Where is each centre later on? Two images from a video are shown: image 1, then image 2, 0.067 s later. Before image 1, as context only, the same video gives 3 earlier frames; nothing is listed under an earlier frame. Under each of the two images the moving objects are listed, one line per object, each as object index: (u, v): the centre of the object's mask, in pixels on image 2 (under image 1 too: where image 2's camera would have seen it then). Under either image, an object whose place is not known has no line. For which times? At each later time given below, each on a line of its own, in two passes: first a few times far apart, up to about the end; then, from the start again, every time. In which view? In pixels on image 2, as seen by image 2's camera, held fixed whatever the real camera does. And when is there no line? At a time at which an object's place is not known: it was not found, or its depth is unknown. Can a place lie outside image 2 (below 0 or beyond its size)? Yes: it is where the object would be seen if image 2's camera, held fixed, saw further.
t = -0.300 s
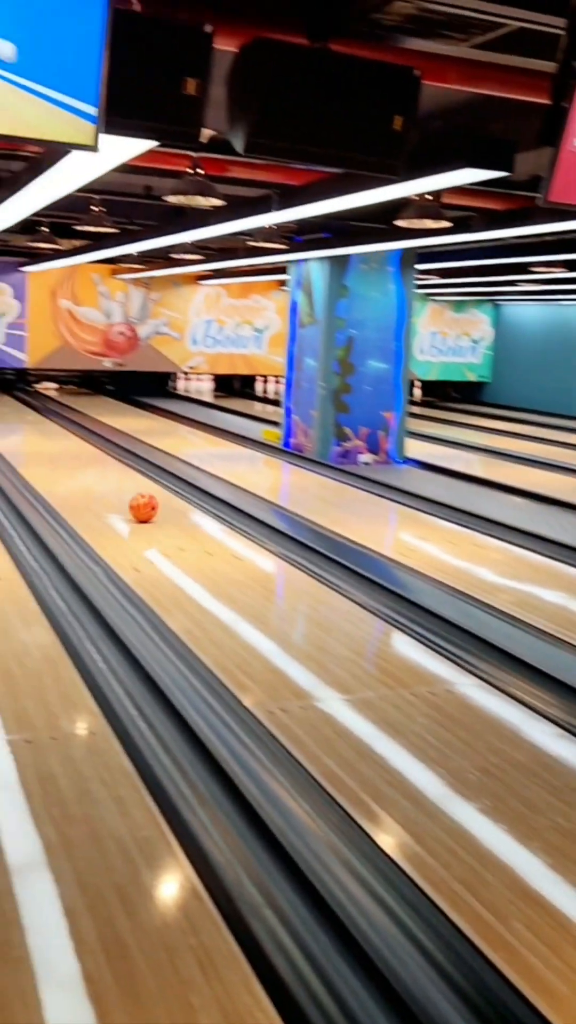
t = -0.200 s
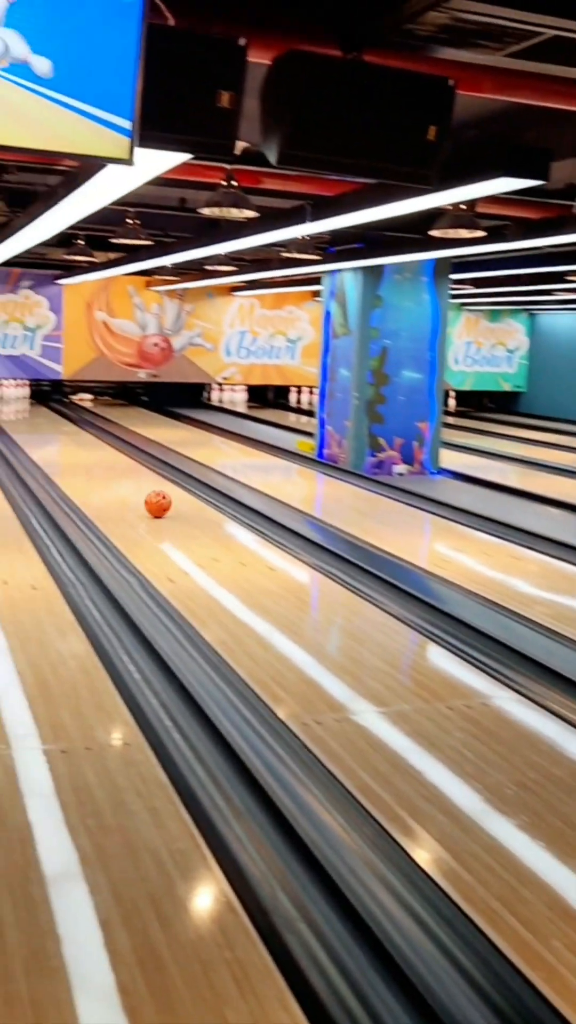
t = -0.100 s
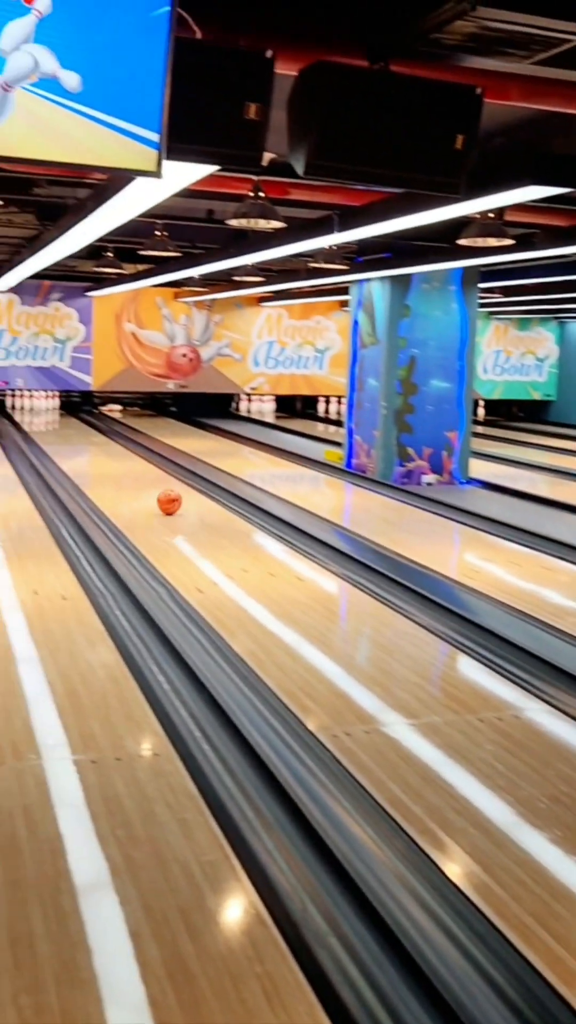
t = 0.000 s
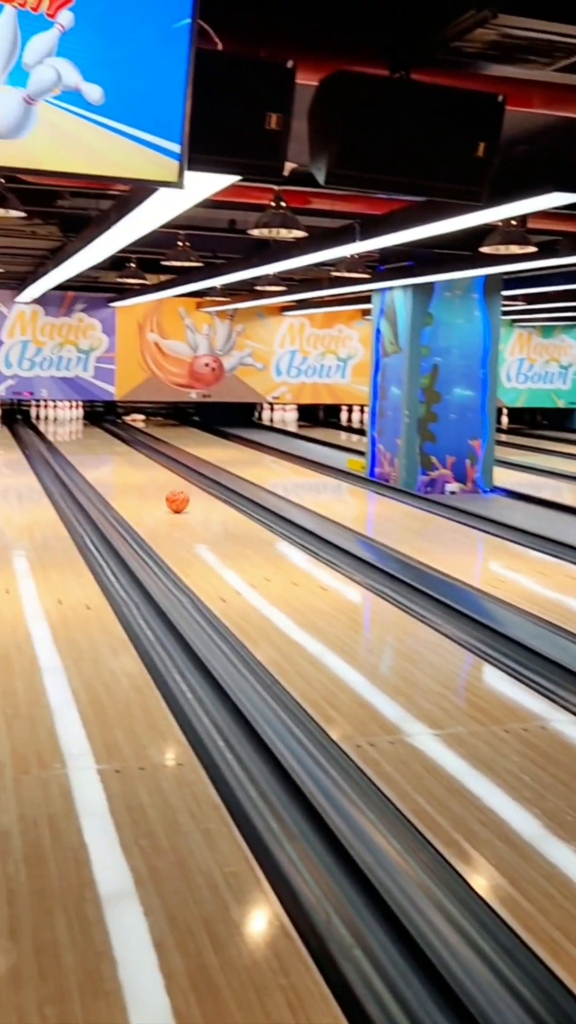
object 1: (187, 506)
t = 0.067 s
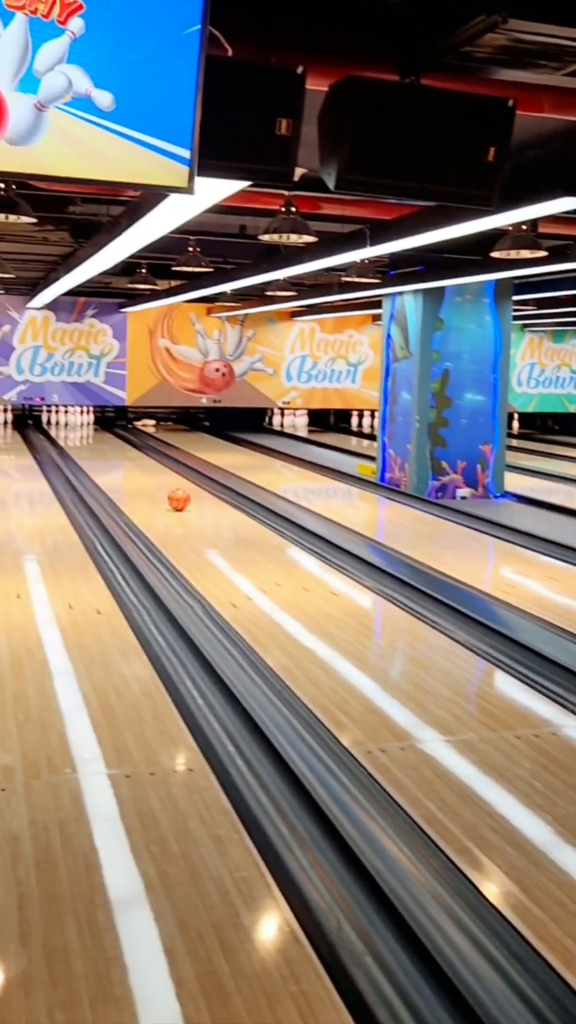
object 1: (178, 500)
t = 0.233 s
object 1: (159, 487)
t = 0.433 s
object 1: (141, 474)
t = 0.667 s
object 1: (123, 461)
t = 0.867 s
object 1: (110, 452)
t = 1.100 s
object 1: (99, 444)
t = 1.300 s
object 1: (90, 438)
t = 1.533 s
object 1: (81, 432)
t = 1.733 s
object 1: (75, 428)
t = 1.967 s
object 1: (69, 423)
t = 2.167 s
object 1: (62, 422)
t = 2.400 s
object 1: (55, 420)
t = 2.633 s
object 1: (50, 420)
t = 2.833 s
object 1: (46, 423)
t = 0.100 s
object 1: (174, 497)
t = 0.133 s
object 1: (171, 495)
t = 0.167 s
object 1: (167, 492)
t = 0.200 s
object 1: (163, 489)
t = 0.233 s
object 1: (159, 487)
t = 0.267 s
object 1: (156, 484)
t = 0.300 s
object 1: (153, 482)
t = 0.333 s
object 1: (150, 480)
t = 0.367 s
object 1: (146, 478)
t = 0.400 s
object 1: (143, 476)
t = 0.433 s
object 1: (141, 474)
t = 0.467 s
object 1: (138, 472)
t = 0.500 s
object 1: (135, 470)
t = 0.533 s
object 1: (133, 467)
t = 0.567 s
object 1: (130, 466)
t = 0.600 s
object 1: (127, 464)
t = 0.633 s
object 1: (125, 462)
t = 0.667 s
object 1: (123, 461)
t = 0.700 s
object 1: (121, 459)
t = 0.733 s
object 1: (119, 457)
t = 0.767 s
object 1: (117, 456)
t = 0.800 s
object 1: (114, 455)
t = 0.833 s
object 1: (112, 453)
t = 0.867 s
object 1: (110, 452)
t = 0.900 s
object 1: (109, 450)
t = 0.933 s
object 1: (107, 449)
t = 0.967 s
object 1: (105, 448)
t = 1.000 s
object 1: (103, 447)
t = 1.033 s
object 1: (102, 446)
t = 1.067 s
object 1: (100, 445)
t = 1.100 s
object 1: (99, 444)
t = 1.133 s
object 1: (97, 442)
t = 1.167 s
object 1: (95, 441)
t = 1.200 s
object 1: (94, 440)
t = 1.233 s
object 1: (93, 440)
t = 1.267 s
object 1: (91, 439)
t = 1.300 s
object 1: (90, 438)
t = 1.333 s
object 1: (90, 437)
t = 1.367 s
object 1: (88, 436)
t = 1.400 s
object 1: (87, 435)
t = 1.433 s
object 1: (85, 434)
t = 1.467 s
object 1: (84, 434)
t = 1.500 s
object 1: (83, 433)
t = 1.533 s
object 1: (81, 432)
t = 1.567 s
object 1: (80, 431)
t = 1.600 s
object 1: (79, 430)
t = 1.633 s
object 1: (78, 429)
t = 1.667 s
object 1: (77, 429)
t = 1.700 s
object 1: (76, 428)
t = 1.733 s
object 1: (75, 428)
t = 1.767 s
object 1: (74, 427)
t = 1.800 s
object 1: (73, 426)
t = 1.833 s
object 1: (72, 426)
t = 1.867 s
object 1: (71, 425)
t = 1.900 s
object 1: (70, 424)
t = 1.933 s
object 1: (70, 424)
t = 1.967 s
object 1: (69, 423)
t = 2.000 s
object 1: (68, 424)
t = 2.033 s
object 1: (66, 424)
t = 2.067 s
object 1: (65, 423)
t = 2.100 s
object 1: (64, 422)
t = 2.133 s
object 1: (64, 422)
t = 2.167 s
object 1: (62, 422)
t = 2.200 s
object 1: (61, 421)
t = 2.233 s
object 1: (60, 421)
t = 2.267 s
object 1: (59, 421)
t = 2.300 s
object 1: (58, 420)
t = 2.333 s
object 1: (57, 420)
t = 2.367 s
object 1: (56, 420)
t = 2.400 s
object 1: (55, 420)
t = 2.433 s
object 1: (54, 420)
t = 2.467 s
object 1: (53, 420)
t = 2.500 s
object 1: (52, 420)
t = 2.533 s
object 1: (51, 419)
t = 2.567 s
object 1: (50, 419)
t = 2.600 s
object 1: (50, 420)
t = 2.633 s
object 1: (50, 420)
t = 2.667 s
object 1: (49, 419)
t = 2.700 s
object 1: (48, 419)
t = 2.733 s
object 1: (48, 419)
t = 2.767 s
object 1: (47, 422)
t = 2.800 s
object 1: (46, 423)
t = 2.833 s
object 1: (46, 423)
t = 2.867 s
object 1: (46, 423)
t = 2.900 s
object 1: (45, 423)
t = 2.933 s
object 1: (44, 423)
